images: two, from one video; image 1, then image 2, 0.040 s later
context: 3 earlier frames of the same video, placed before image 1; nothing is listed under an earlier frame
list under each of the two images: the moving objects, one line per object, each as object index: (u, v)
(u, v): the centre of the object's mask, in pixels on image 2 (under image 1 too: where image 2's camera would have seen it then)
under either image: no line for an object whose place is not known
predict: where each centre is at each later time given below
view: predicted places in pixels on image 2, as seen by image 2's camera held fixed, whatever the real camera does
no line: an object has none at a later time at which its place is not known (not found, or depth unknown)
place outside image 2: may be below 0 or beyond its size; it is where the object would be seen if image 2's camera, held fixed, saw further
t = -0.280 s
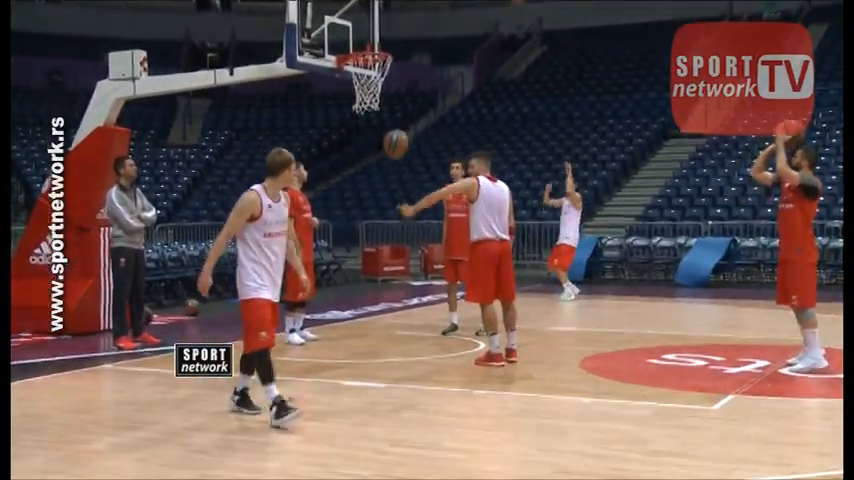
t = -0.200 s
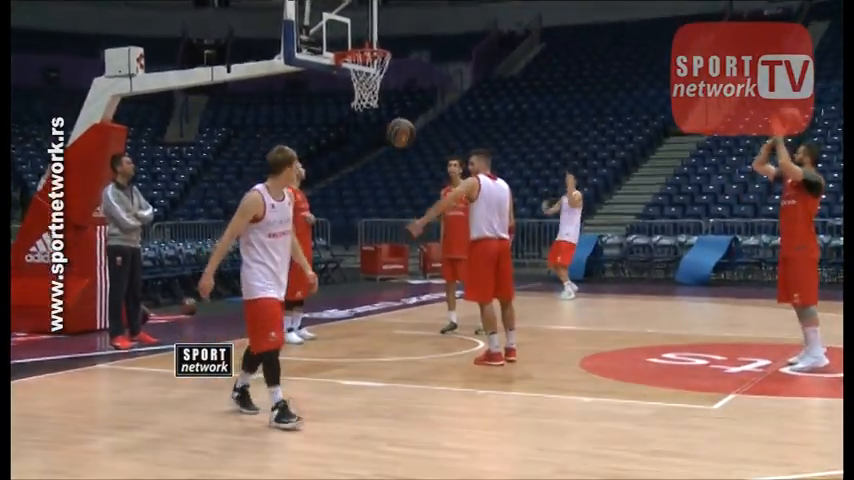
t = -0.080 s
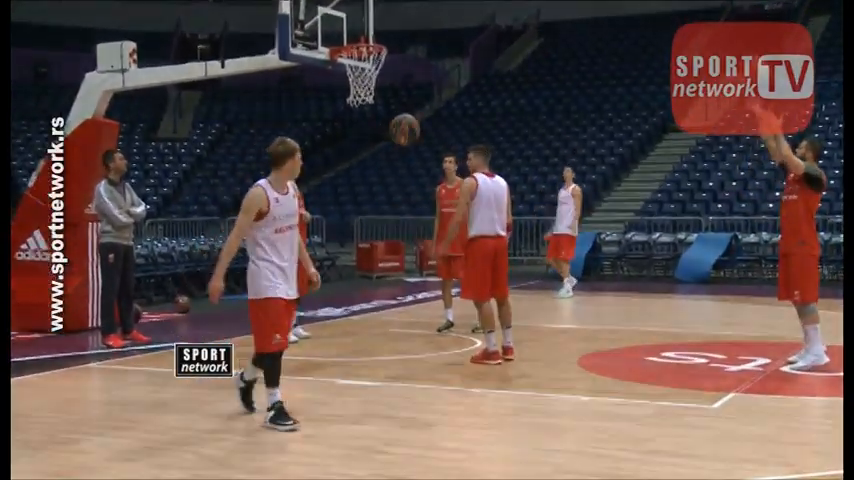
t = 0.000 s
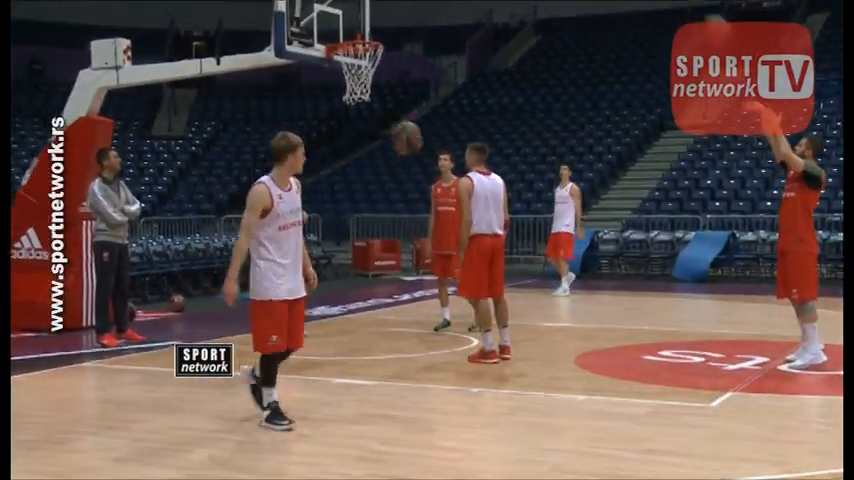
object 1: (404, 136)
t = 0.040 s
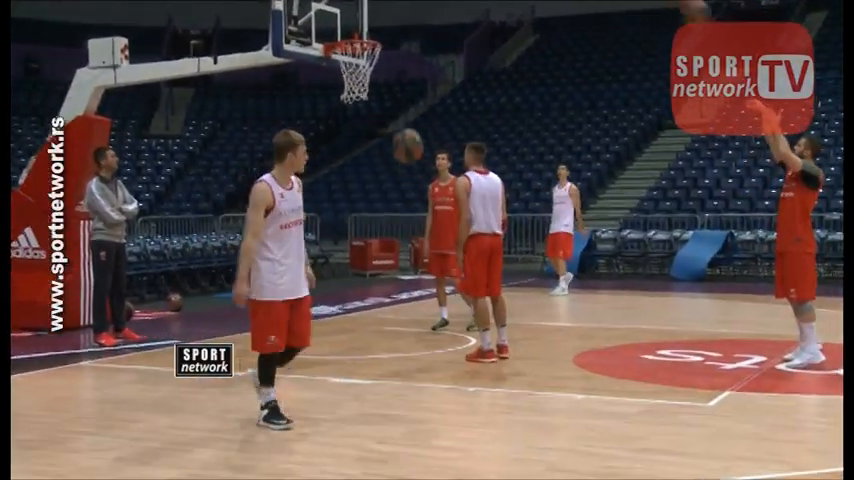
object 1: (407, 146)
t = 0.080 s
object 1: (411, 157)
